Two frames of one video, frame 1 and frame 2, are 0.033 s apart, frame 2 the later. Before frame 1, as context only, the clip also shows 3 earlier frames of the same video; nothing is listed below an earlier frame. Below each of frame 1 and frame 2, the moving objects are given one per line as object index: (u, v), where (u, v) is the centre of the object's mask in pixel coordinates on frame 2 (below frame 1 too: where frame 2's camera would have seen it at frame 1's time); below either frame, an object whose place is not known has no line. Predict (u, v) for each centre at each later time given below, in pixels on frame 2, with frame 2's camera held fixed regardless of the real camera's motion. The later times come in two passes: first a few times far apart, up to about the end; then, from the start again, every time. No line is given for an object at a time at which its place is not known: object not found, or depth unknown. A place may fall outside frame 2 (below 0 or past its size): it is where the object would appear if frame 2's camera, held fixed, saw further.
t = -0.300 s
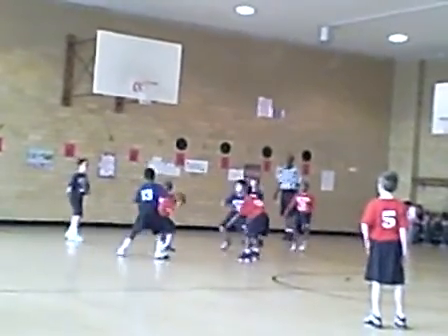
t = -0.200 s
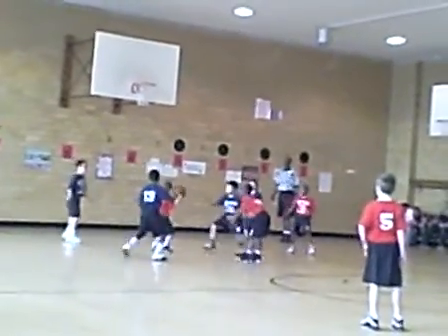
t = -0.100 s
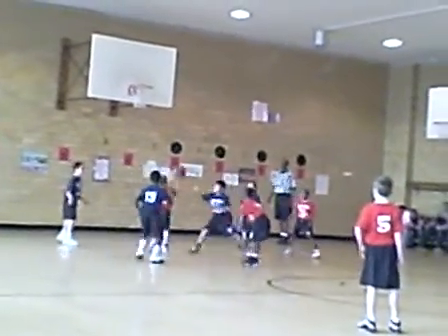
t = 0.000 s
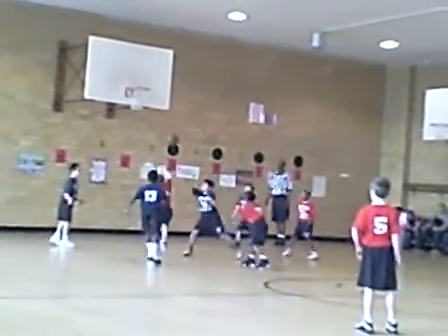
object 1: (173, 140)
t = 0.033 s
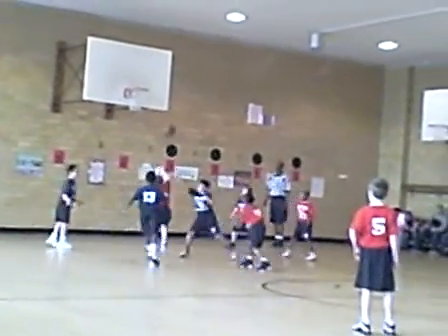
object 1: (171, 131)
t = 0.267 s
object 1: (156, 77)
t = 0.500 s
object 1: (142, 57)
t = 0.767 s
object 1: (142, 65)
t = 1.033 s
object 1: (164, 106)
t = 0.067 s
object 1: (169, 120)
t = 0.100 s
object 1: (166, 111)
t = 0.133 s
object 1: (163, 102)
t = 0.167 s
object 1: (162, 95)
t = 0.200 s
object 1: (160, 88)
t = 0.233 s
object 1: (158, 83)
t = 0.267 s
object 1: (156, 77)
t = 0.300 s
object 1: (154, 72)
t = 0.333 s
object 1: (152, 68)
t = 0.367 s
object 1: (150, 64)
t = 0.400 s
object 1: (148, 62)
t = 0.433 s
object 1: (146, 60)
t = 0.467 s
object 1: (144, 58)
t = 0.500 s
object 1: (142, 57)
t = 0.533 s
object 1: (141, 56)
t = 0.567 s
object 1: (139, 56)
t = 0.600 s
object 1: (137, 57)
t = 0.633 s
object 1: (135, 58)
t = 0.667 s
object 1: (133, 60)
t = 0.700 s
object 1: (136, 61)
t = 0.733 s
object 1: (139, 63)
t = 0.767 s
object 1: (142, 65)
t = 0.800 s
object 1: (144, 69)
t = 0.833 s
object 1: (147, 72)
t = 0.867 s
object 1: (150, 76)
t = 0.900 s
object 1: (153, 81)
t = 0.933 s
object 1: (155, 86)
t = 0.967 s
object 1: (158, 92)
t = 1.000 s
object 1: (161, 99)
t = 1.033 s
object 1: (164, 106)
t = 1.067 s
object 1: (169, 115)
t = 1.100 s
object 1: (171, 123)
